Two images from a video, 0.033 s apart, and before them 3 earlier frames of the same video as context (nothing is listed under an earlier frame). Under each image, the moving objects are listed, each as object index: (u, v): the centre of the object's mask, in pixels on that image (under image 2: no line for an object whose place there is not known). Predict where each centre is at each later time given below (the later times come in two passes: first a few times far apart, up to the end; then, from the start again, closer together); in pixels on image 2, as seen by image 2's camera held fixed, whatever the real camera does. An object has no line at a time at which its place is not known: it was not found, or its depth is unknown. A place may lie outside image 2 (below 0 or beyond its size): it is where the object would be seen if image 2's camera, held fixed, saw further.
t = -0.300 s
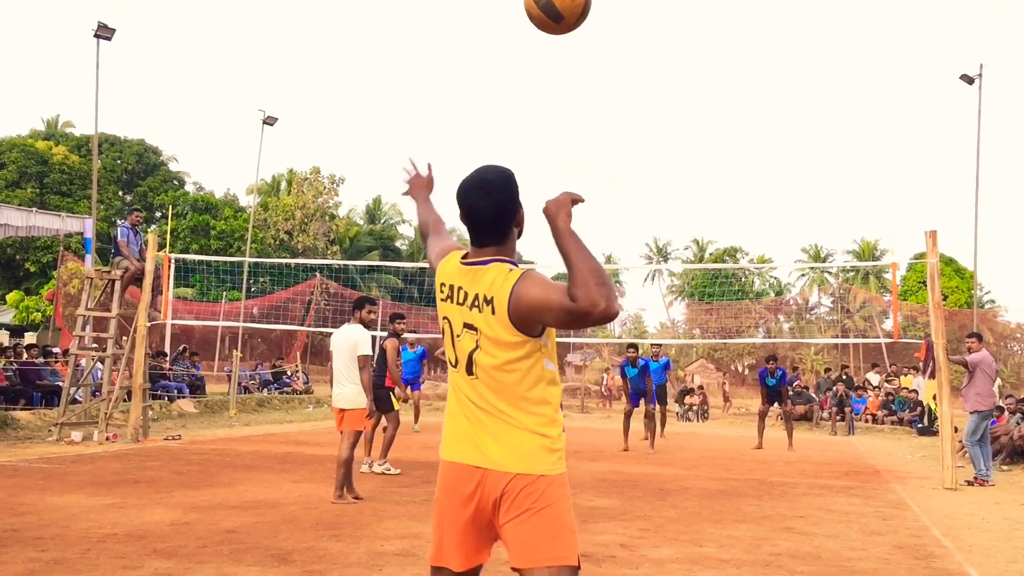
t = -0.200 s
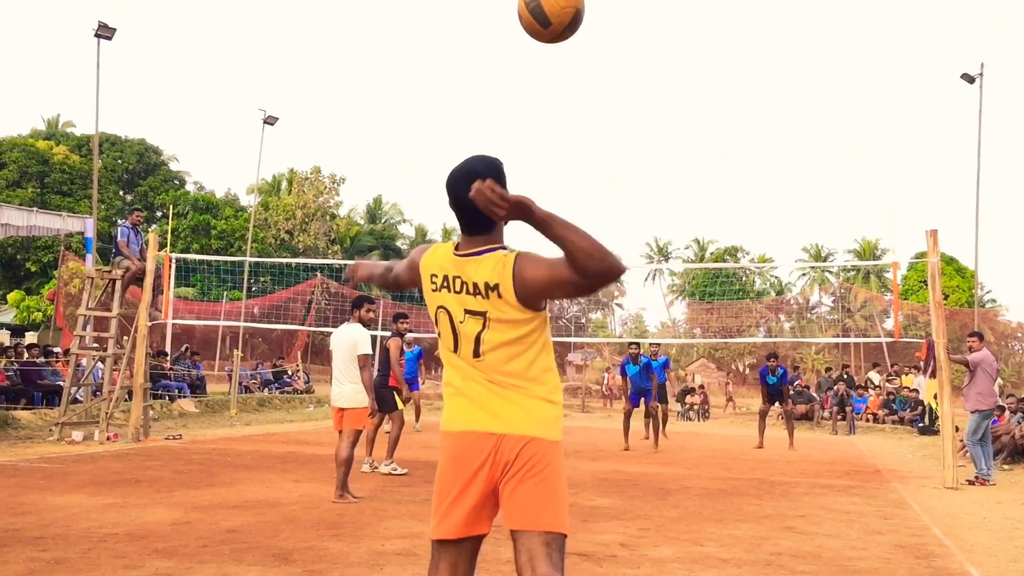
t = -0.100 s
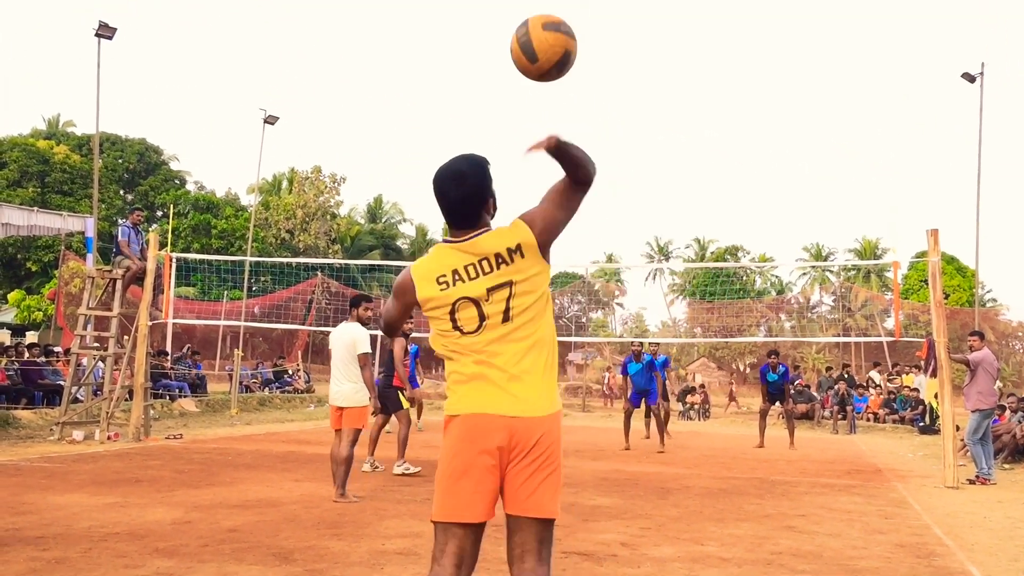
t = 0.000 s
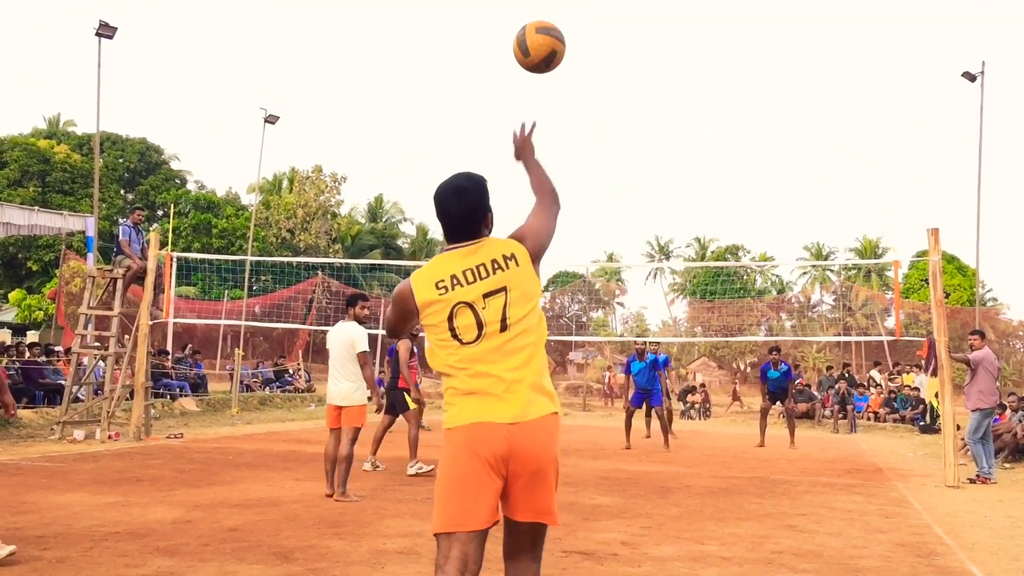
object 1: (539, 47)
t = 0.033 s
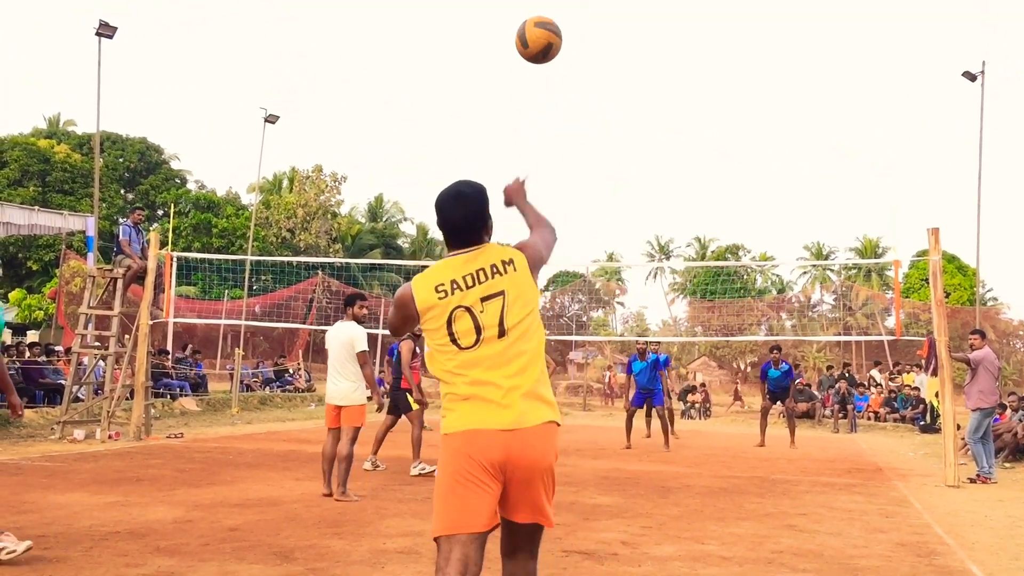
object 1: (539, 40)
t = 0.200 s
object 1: (535, 43)
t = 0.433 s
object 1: (529, 92)
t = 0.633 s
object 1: (530, 141)
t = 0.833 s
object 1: (532, 199)
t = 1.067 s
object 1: (536, 271)
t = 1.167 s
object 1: (537, 302)
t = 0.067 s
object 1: (538, 36)
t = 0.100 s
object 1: (537, 35)
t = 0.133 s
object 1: (537, 36)
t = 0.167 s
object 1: (536, 38)
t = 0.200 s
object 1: (535, 43)
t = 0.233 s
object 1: (535, 49)
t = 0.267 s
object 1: (534, 55)
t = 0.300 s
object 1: (533, 62)
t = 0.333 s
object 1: (532, 70)
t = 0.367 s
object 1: (531, 77)
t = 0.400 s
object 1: (530, 85)
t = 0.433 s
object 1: (529, 92)
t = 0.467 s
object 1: (529, 100)
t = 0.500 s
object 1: (529, 108)
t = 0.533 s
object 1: (529, 116)
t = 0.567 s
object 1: (529, 124)
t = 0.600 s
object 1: (530, 132)
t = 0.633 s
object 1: (530, 141)
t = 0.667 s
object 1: (531, 150)
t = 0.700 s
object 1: (531, 159)
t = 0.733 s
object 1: (531, 169)
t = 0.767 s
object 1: (532, 179)
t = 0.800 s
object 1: (532, 189)
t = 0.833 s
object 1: (532, 199)
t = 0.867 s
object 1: (533, 209)
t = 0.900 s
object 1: (533, 220)
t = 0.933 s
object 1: (533, 230)
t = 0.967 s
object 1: (534, 240)
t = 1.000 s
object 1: (535, 251)
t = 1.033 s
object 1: (535, 259)
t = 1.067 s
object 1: (536, 271)
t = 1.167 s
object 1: (537, 302)
